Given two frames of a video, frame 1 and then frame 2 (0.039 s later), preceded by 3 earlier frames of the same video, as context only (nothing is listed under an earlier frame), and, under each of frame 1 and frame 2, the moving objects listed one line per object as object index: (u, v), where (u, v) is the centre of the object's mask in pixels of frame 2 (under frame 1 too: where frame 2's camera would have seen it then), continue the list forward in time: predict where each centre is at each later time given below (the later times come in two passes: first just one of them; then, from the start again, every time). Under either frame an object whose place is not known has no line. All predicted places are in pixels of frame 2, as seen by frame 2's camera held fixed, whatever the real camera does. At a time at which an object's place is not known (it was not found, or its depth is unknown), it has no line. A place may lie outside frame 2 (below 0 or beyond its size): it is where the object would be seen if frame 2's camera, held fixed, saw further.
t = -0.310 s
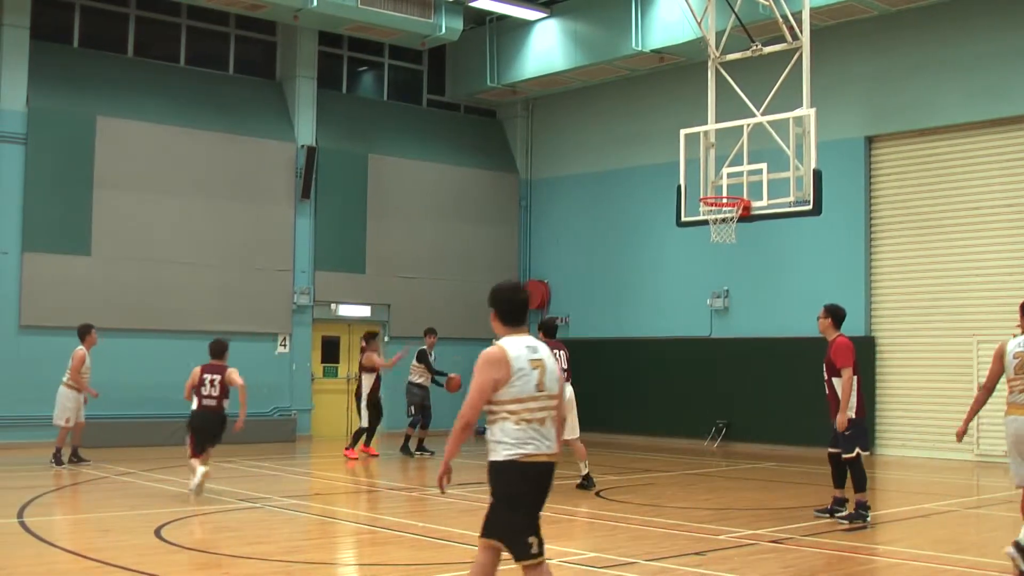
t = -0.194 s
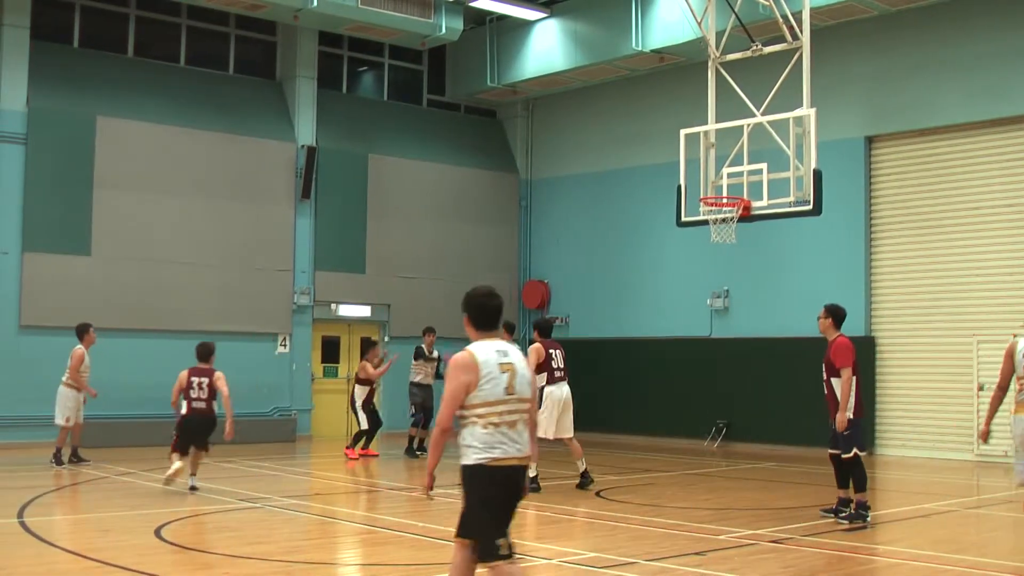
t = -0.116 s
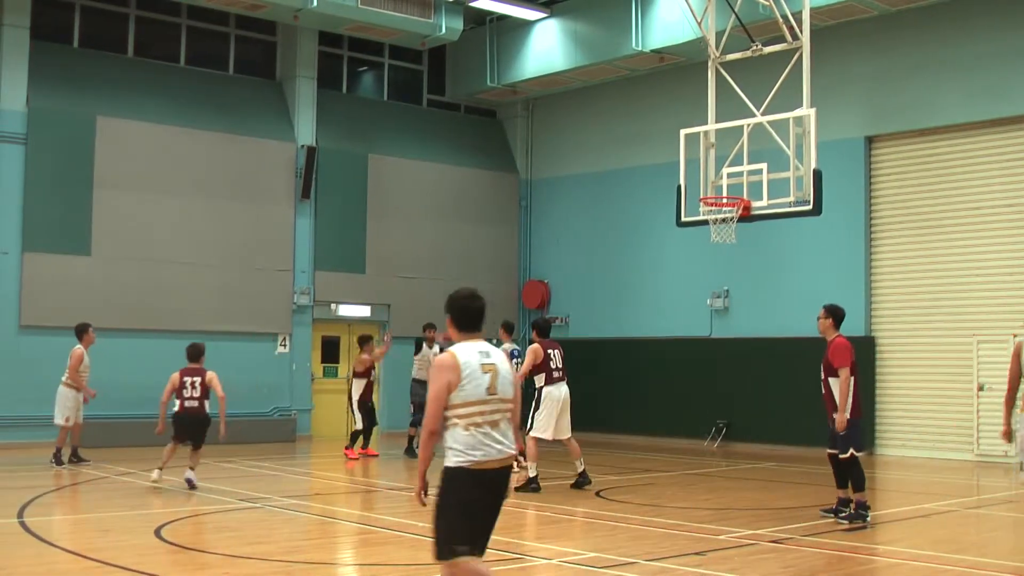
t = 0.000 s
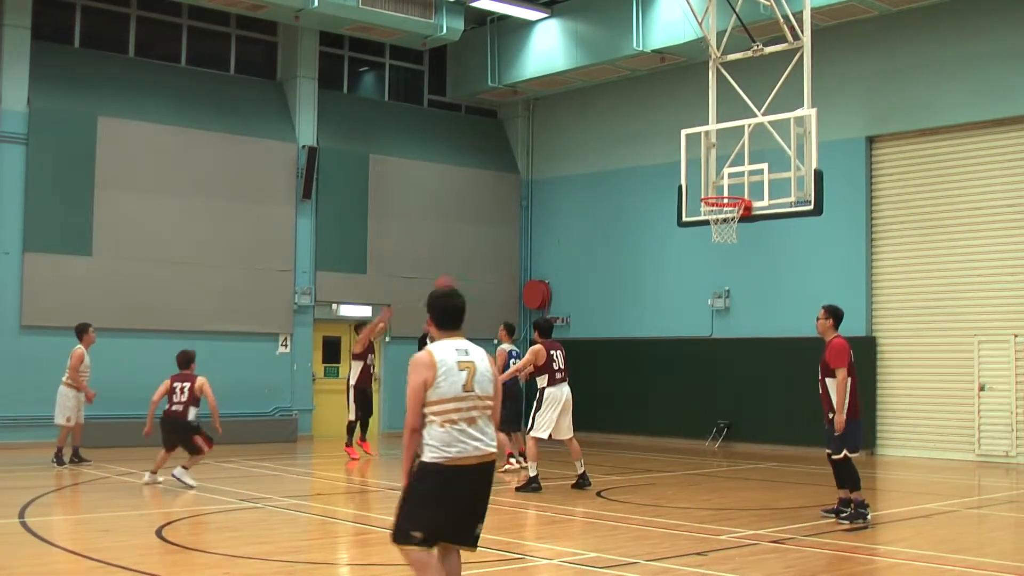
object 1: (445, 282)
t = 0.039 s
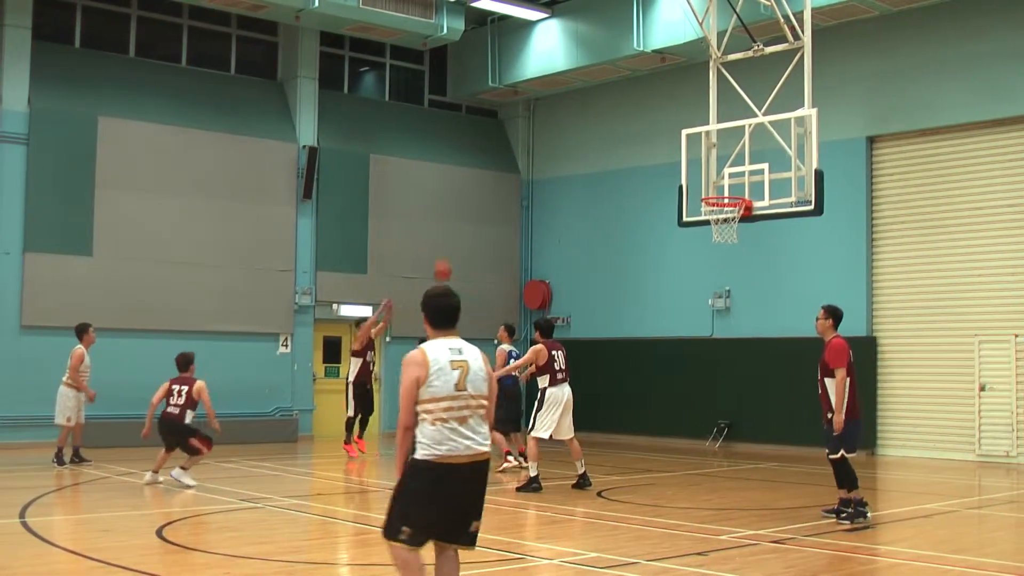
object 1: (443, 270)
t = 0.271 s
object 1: (422, 196)
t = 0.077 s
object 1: (439, 257)
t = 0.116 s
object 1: (435, 243)
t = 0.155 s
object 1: (432, 230)
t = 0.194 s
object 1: (429, 218)
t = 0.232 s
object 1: (426, 207)
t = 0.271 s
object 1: (422, 196)
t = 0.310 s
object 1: (419, 186)
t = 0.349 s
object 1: (416, 178)
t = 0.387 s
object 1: (411, 170)
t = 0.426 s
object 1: (407, 163)
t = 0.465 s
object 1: (402, 157)
